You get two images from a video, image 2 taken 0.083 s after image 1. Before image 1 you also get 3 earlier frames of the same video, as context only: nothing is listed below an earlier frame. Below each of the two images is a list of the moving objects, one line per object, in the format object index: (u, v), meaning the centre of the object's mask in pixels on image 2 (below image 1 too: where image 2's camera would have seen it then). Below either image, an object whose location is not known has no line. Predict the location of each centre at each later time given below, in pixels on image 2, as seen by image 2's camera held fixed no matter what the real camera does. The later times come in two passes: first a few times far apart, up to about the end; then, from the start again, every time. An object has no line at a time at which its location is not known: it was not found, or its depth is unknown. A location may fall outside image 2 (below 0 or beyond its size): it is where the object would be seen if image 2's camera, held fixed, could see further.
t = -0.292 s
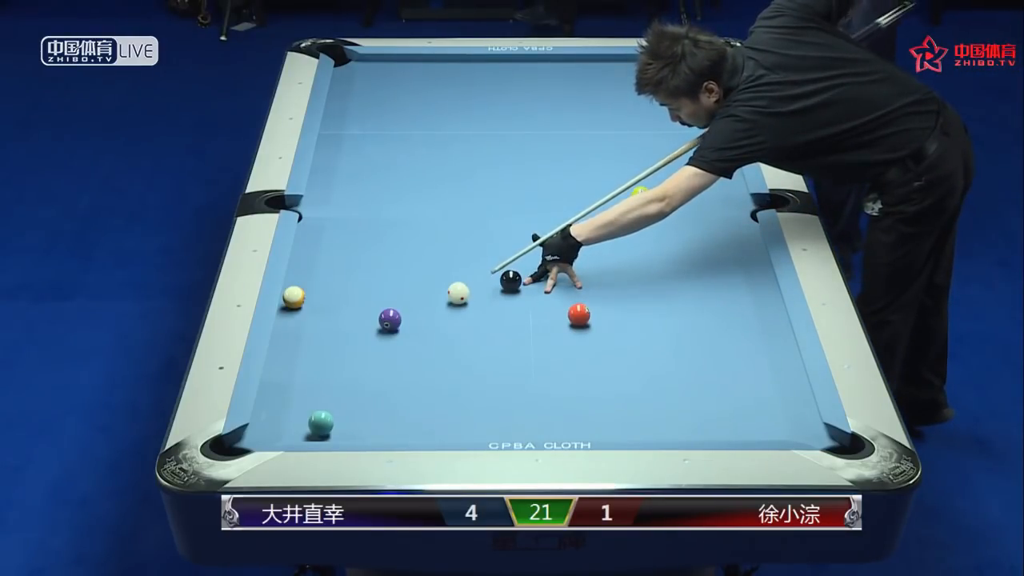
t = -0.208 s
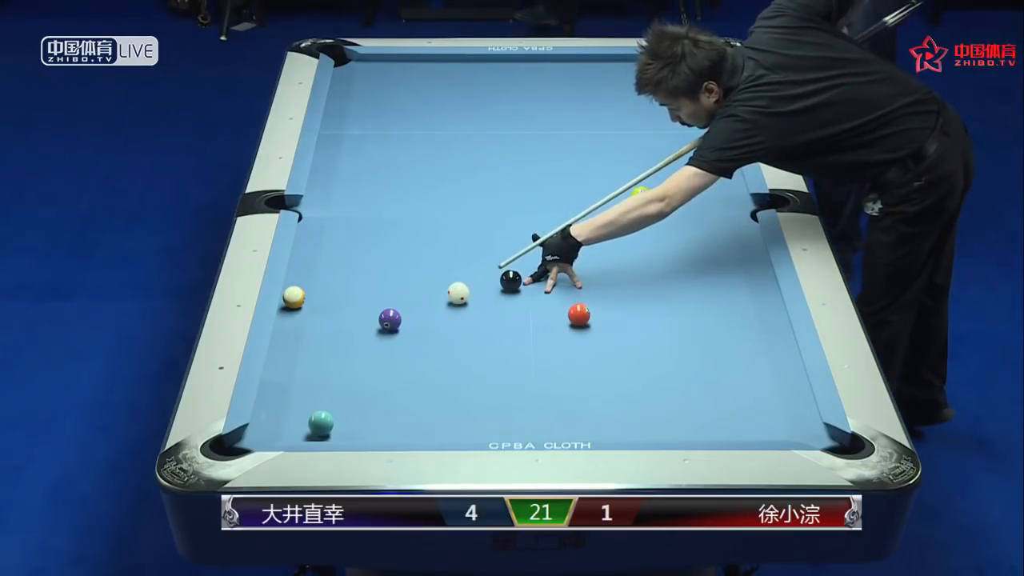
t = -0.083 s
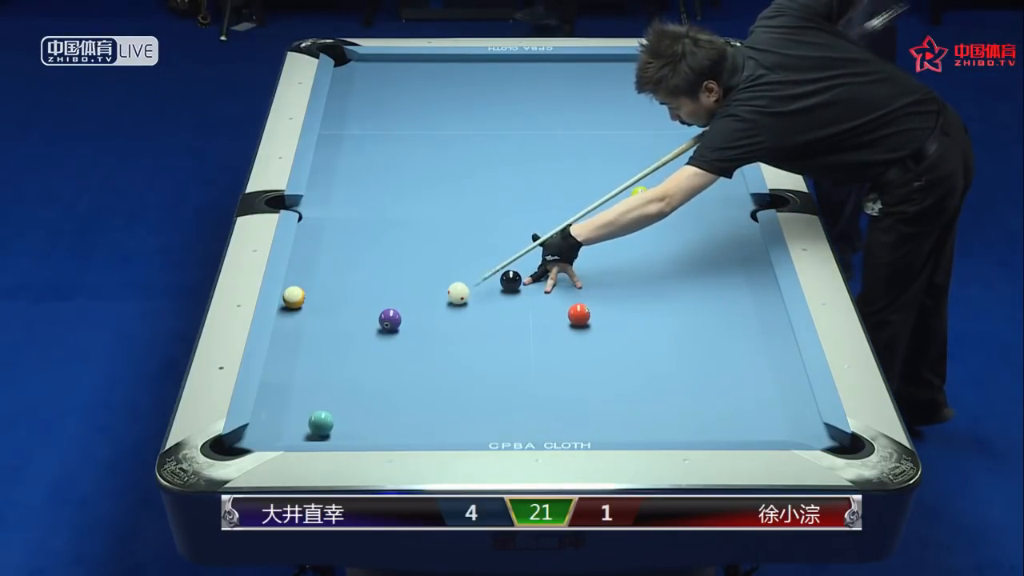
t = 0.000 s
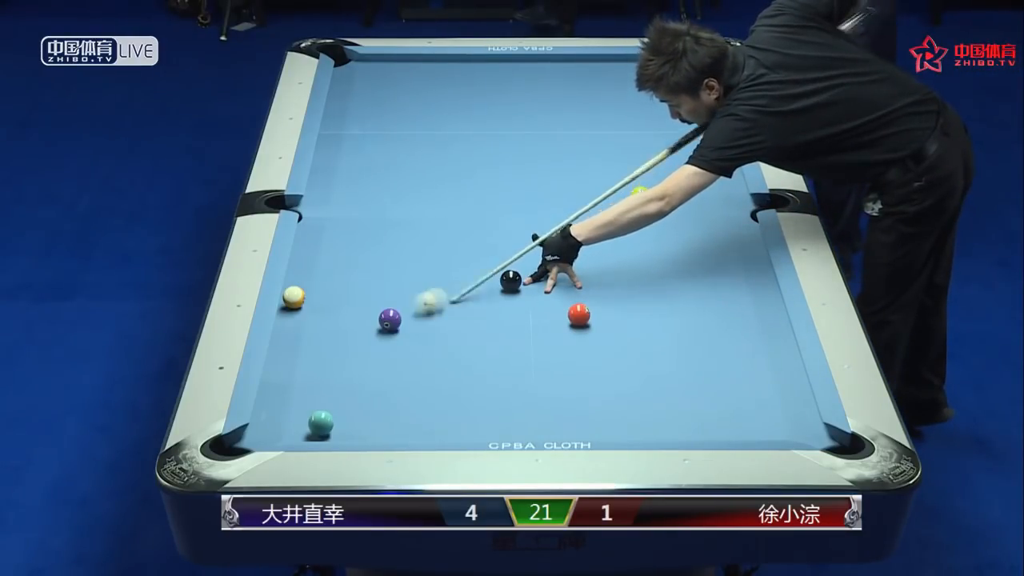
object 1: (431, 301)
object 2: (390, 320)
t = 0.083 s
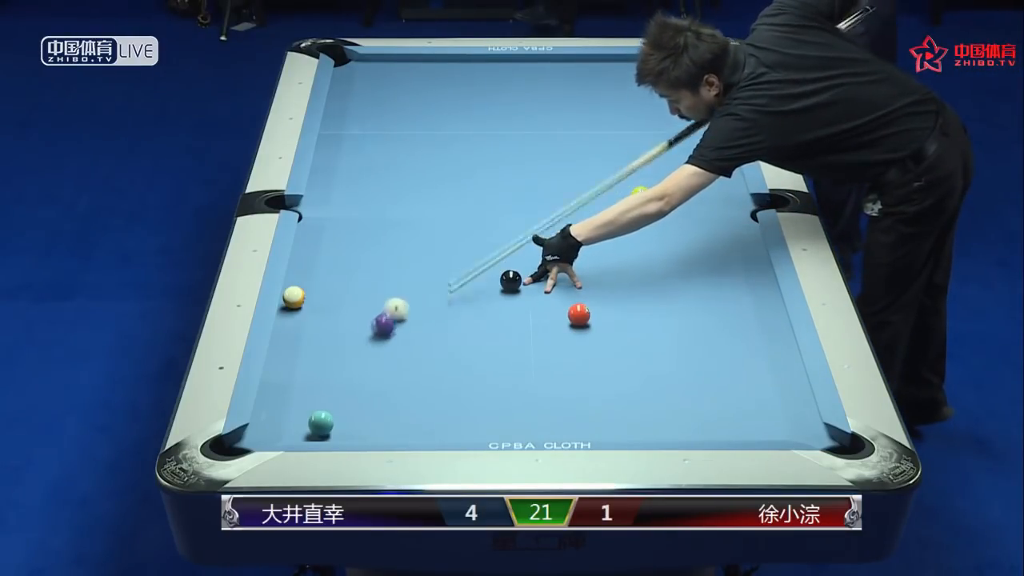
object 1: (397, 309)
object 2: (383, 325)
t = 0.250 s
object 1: (371, 302)
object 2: (350, 352)
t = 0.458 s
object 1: (346, 293)
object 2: (308, 386)
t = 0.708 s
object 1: (319, 283)
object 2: (264, 427)
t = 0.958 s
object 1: (301, 271)
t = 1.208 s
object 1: (317, 261)
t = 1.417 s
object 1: (330, 253)
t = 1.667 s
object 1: (344, 245)
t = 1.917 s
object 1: (359, 236)
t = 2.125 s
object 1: (368, 230)
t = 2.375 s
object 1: (379, 224)
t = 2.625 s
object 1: (388, 218)
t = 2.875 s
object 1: (397, 213)
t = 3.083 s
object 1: (403, 209)
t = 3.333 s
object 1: (409, 206)
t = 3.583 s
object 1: (413, 203)
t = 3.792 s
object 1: (417, 201)
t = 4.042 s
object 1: (420, 199)
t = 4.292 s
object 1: (422, 198)
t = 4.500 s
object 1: (423, 197)
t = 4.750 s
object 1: (423, 197)
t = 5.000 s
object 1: (423, 197)
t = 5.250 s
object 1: (423, 197)
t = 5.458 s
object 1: (423, 197)
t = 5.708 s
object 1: (423, 197)
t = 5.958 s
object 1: (423, 197)
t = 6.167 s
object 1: (423, 197)
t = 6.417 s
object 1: (423, 197)
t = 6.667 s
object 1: (423, 197)
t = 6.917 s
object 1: (423, 197)
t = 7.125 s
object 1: (423, 197)
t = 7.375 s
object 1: (423, 197)
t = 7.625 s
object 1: (423, 197)
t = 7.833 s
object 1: (423, 197)
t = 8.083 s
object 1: (423, 197)
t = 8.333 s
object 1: (423, 197)
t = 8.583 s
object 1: (423, 197)
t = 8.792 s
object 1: (423, 197)
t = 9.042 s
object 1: (423, 197)
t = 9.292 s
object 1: (423, 197)
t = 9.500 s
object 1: (423, 197)
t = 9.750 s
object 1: (423, 197)
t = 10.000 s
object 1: (423, 197)
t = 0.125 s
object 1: (388, 308)
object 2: (374, 331)
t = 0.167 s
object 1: (381, 306)
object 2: (366, 339)
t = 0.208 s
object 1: (376, 304)
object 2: (358, 346)
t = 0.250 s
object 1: (371, 302)
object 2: (350, 352)
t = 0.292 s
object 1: (366, 300)
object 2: (342, 359)
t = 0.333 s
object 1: (361, 298)
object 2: (333, 365)
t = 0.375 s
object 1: (356, 296)
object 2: (325, 372)
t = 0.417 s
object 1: (351, 295)
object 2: (317, 379)
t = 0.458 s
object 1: (346, 293)
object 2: (308, 386)
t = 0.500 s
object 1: (342, 291)
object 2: (299, 392)
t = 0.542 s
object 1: (337, 290)
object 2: (291, 400)
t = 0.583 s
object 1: (332, 288)
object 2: (282, 407)
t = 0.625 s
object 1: (328, 287)
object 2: (273, 414)
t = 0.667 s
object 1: (323, 285)
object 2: (264, 422)
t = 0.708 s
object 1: (319, 283)
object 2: (264, 427)
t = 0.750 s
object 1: (315, 281)
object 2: (267, 432)
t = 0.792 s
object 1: (310, 280)
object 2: (269, 435)
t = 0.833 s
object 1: (306, 278)
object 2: (269, 437)
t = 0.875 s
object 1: (297, 275)
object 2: (264, 436)
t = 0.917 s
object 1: (297, 274)
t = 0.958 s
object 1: (301, 271)
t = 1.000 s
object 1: (304, 270)
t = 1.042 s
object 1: (306, 268)
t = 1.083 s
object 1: (309, 266)
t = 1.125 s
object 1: (312, 264)
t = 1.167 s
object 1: (315, 263)
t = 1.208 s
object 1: (317, 261)
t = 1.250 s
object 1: (320, 259)
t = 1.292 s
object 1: (323, 258)
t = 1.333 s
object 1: (325, 256)
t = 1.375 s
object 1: (328, 255)
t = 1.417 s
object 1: (330, 253)
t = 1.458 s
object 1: (333, 252)
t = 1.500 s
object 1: (335, 250)
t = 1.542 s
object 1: (337, 249)
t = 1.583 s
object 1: (340, 247)
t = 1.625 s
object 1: (342, 246)
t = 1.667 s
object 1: (344, 245)
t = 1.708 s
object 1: (347, 243)
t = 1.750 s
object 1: (349, 242)
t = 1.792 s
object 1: (351, 241)
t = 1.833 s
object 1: (353, 239)
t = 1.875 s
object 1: (357, 237)
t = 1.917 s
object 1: (359, 236)
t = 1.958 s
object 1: (361, 234)
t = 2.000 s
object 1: (363, 233)
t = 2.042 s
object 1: (365, 232)
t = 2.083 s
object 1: (367, 231)
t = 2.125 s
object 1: (368, 230)
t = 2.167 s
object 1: (370, 229)
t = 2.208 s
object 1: (372, 228)
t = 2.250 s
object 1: (374, 227)
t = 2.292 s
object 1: (376, 226)
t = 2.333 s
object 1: (377, 225)
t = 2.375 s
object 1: (379, 224)
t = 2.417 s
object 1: (380, 223)
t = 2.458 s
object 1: (382, 222)
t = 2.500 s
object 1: (384, 221)
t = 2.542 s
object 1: (385, 220)
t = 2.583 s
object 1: (387, 219)
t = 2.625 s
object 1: (388, 218)
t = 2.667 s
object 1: (389, 217)
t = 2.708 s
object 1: (391, 216)
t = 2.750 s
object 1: (392, 216)
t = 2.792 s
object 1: (393, 215)
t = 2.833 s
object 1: (394, 214)
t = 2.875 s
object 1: (397, 213)
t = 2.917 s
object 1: (398, 212)
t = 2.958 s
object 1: (399, 211)
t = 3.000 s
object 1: (400, 211)
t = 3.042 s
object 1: (401, 210)
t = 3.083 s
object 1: (403, 209)
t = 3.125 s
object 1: (404, 209)
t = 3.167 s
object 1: (404, 208)
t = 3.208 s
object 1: (405, 208)
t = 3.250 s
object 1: (406, 207)
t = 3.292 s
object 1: (408, 206)
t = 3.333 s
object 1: (409, 206)
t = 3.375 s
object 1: (409, 205)
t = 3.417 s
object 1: (410, 205)
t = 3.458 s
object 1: (411, 204)
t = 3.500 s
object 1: (412, 204)
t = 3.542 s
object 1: (412, 203)
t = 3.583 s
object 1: (413, 203)
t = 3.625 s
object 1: (414, 202)
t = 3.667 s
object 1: (414, 202)
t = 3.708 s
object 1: (415, 202)
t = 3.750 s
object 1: (416, 201)
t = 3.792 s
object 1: (417, 201)
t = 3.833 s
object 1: (417, 200)
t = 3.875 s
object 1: (418, 200)
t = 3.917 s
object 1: (418, 200)
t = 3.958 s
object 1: (419, 199)
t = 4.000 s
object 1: (419, 199)
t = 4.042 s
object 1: (420, 199)
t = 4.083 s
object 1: (420, 199)
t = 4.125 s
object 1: (421, 199)
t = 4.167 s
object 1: (421, 198)
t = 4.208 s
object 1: (421, 198)
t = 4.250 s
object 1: (421, 198)
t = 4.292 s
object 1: (422, 198)
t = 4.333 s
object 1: (422, 198)
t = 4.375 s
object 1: (422, 198)
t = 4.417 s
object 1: (422, 198)
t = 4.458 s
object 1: (423, 197)
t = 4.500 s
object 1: (423, 197)
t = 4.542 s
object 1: (423, 197)
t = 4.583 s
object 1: (423, 197)
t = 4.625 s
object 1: (423, 197)
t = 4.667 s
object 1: (423, 197)
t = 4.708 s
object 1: (423, 197)
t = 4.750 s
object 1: (423, 197)
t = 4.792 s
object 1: (423, 197)
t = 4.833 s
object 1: (423, 197)
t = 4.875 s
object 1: (423, 197)
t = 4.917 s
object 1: (423, 197)
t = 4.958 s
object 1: (423, 197)
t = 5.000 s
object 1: (423, 197)
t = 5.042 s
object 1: (423, 197)
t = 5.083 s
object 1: (423, 197)
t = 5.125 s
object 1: (423, 197)
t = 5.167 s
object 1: (423, 197)
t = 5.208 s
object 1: (423, 197)
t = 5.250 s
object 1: (423, 197)
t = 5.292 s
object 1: (423, 197)
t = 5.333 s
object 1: (423, 197)
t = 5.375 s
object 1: (423, 197)
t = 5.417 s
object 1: (423, 197)
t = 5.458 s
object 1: (423, 197)
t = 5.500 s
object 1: (423, 197)
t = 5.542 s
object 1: (423, 197)
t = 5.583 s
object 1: (423, 197)
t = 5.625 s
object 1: (423, 197)
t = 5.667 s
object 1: (423, 197)
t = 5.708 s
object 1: (423, 197)
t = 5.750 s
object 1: (423, 197)
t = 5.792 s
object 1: (423, 197)
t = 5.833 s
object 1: (423, 197)
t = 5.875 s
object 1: (423, 197)
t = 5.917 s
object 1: (423, 197)
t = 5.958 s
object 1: (423, 197)
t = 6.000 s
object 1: (423, 197)
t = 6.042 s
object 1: (423, 197)
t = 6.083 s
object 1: (423, 197)
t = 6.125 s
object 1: (423, 197)
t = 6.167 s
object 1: (423, 197)
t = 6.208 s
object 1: (423, 197)
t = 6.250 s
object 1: (423, 197)
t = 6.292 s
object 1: (423, 197)
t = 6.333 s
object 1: (423, 197)
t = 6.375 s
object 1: (423, 197)
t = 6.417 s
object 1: (423, 197)
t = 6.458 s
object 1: (423, 197)
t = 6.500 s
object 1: (423, 197)
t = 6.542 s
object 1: (423, 197)
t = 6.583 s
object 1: (423, 197)
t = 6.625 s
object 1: (423, 197)
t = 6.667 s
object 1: (423, 197)
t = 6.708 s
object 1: (423, 197)
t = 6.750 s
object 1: (423, 197)
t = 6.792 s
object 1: (423, 197)
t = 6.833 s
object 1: (423, 197)
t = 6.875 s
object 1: (423, 197)
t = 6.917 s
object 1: (423, 197)
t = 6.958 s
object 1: (423, 197)
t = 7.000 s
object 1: (423, 197)
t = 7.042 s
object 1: (423, 197)
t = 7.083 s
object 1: (423, 197)
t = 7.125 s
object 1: (423, 197)
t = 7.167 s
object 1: (423, 197)
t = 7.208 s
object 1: (423, 197)
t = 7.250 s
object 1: (423, 197)
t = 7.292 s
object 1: (423, 197)
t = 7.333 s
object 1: (423, 197)
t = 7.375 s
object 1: (423, 197)
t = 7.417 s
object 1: (423, 197)
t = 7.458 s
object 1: (423, 197)
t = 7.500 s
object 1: (423, 197)
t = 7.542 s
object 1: (423, 197)
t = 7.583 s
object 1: (423, 197)
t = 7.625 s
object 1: (423, 197)
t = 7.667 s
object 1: (423, 197)
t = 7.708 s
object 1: (423, 197)
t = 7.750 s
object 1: (423, 197)
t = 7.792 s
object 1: (423, 197)
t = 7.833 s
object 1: (423, 197)
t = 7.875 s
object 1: (423, 197)
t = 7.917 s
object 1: (423, 197)
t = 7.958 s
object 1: (423, 197)
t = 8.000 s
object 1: (423, 197)
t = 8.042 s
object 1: (423, 197)
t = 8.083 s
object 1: (423, 197)
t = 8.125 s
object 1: (423, 197)
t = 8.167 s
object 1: (423, 197)
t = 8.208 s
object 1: (423, 197)
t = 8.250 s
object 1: (423, 197)
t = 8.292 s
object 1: (423, 197)
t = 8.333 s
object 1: (423, 197)
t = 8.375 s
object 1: (423, 197)
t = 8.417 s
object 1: (423, 197)
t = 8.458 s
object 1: (423, 197)
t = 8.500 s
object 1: (423, 197)
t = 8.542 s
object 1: (423, 197)
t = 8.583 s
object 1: (423, 197)
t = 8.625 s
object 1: (423, 197)
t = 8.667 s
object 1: (423, 197)
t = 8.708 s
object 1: (423, 197)
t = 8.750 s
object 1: (423, 197)
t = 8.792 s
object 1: (423, 197)
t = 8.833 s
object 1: (423, 197)
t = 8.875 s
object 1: (423, 197)
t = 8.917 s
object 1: (423, 197)
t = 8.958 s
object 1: (423, 197)
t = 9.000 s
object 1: (423, 197)
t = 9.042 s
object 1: (423, 197)
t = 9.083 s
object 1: (423, 197)
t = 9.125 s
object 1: (423, 197)
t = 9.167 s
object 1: (423, 197)
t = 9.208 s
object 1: (423, 197)
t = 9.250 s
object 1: (423, 197)
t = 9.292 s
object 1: (423, 197)
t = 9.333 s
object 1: (423, 197)
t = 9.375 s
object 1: (423, 197)
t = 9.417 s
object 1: (423, 197)
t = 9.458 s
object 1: (423, 197)
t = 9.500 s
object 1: (423, 197)
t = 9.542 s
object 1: (423, 197)
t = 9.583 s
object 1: (423, 197)
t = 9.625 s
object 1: (423, 197)
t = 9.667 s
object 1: (423, 197)
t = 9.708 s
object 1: (423, 197)
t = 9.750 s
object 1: (423, 197)
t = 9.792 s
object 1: (423, 197)
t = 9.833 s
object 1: (423, 197)
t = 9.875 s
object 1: (423, 197)
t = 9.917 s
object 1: (423, 197)
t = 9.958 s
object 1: (423, 197)
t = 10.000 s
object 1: (423, 197)
